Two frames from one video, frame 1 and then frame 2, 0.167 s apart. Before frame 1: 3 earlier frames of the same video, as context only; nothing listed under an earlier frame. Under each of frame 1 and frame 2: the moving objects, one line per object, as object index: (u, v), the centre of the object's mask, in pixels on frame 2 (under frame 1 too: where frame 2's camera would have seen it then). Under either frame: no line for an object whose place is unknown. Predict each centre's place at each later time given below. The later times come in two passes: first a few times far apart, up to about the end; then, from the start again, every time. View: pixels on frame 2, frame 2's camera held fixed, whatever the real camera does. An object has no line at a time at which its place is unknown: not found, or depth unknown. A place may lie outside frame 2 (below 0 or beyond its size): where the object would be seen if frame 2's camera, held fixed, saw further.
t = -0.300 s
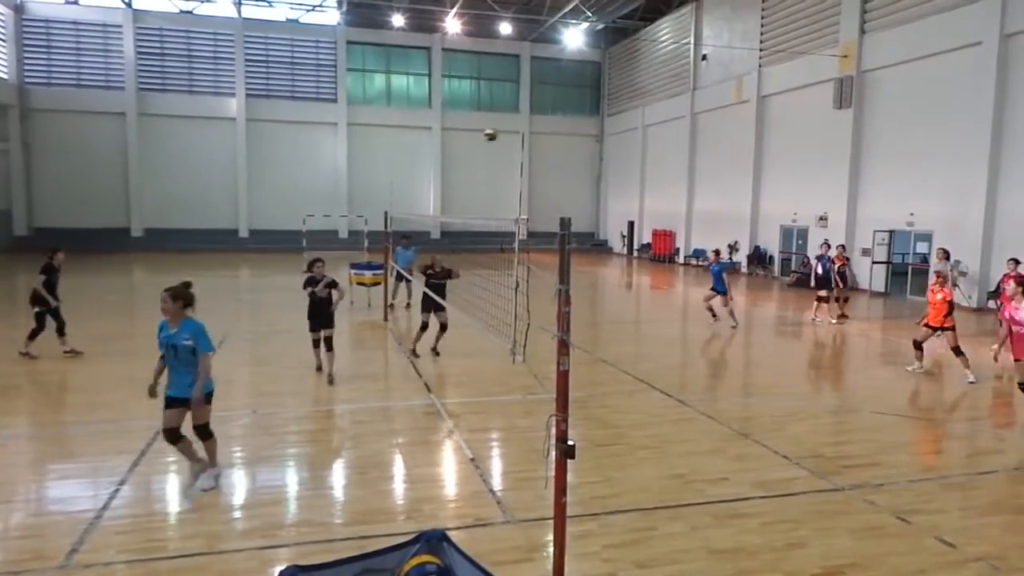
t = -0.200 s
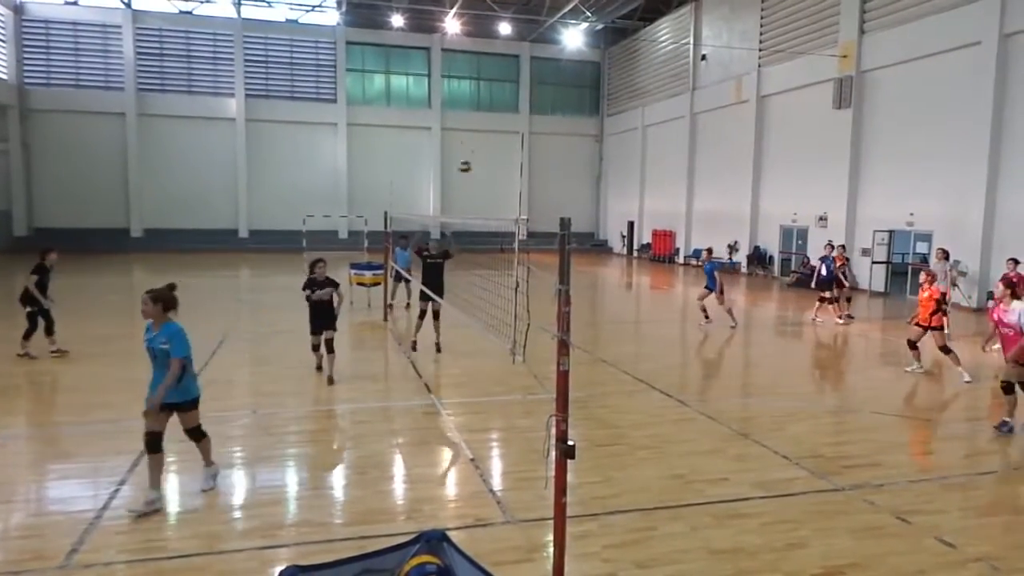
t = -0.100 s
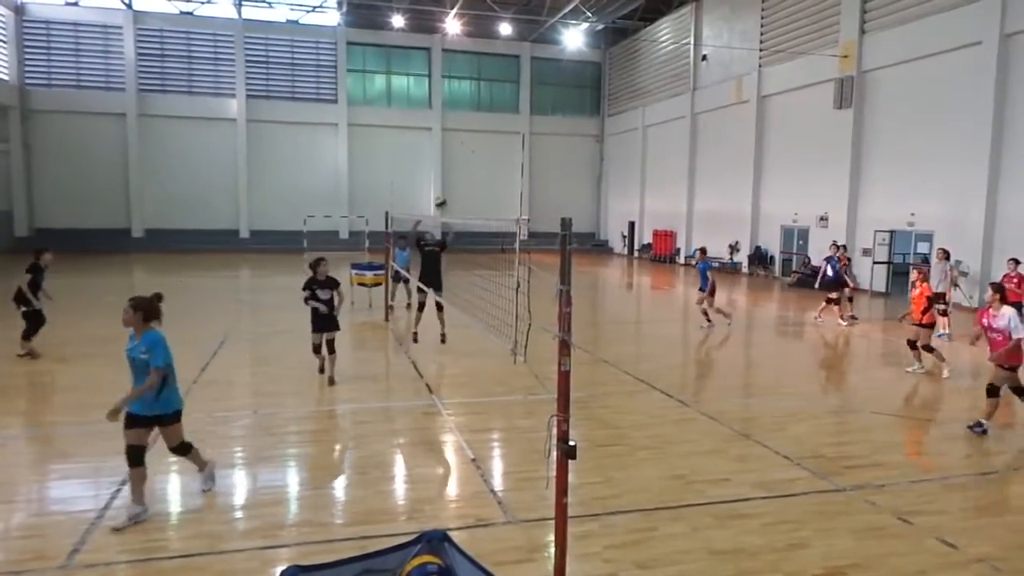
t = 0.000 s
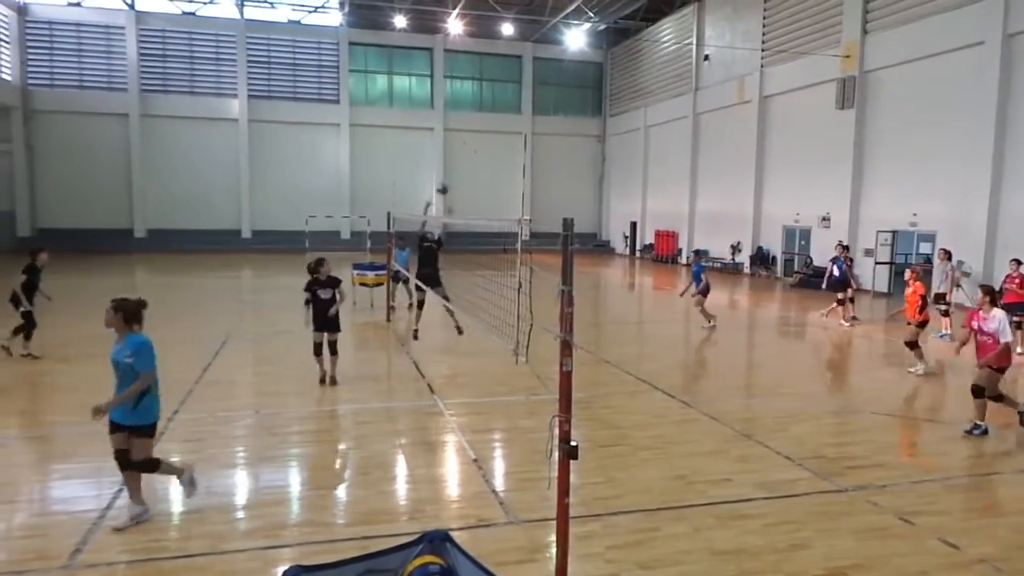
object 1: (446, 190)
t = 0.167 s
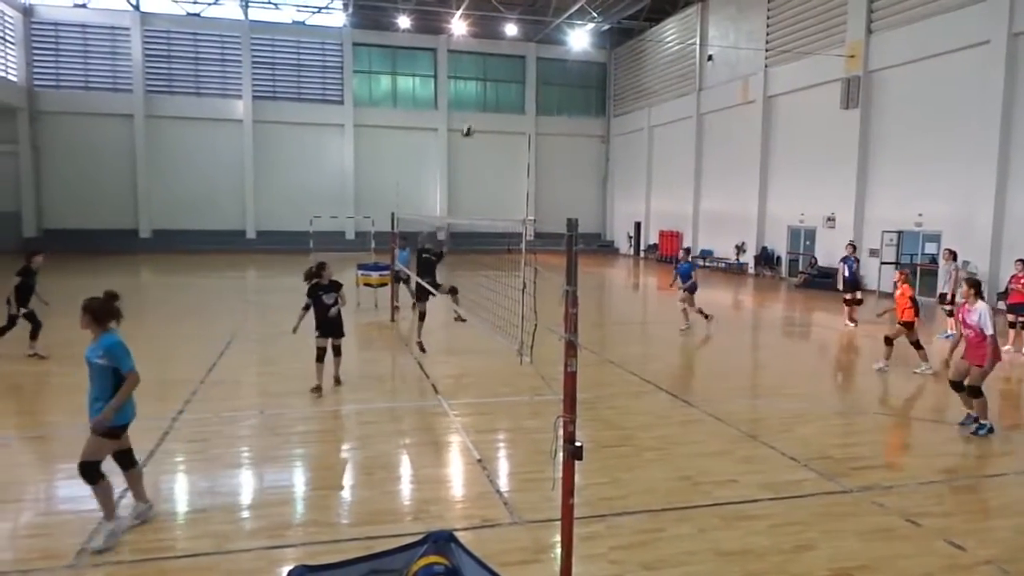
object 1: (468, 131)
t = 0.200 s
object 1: (471, 122)
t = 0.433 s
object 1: (500, 76)
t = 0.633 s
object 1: (523, 65)
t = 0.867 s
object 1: (550, 79)
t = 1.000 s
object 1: (565, 105)
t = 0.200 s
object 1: (471, 122)
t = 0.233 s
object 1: (476, 113)
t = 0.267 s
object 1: (480, 106)
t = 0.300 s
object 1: (483, 97)
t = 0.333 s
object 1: (488, 91)
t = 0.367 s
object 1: (492, 85)
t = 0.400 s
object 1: (496, 80)
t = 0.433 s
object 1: (500, 76)
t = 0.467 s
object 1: (504, 72)
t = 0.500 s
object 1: (508, 69)
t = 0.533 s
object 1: (511, 67)
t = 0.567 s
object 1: (516, 65)
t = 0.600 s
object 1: (519, 64)
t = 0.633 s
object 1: (523, 65)
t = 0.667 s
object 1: (527, 65)
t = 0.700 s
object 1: (530, 65)
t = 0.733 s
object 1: (534, 66)
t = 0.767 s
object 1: (539, 68)
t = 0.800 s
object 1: (542, 71)
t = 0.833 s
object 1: (547, 76)
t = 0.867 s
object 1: (550, 79)
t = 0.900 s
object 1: (554, 85)
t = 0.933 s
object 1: (558, 91)
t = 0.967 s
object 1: (561, 98)
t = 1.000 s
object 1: (565, 105)
